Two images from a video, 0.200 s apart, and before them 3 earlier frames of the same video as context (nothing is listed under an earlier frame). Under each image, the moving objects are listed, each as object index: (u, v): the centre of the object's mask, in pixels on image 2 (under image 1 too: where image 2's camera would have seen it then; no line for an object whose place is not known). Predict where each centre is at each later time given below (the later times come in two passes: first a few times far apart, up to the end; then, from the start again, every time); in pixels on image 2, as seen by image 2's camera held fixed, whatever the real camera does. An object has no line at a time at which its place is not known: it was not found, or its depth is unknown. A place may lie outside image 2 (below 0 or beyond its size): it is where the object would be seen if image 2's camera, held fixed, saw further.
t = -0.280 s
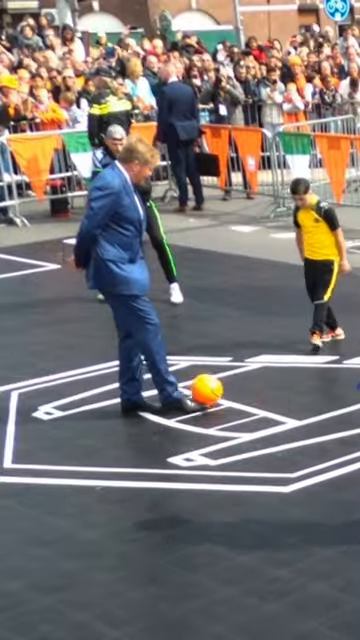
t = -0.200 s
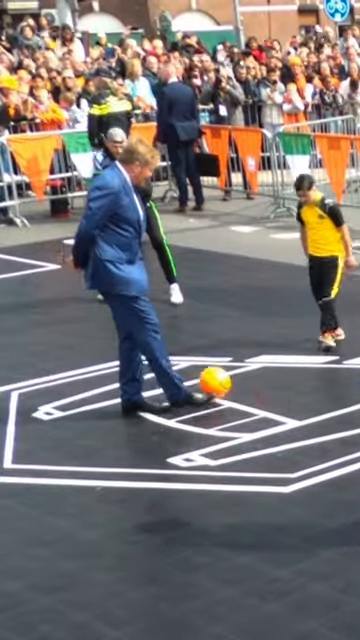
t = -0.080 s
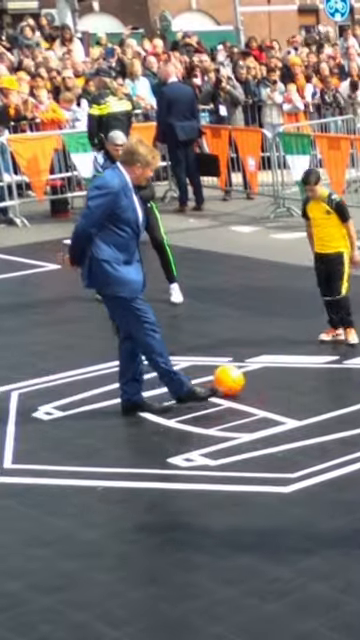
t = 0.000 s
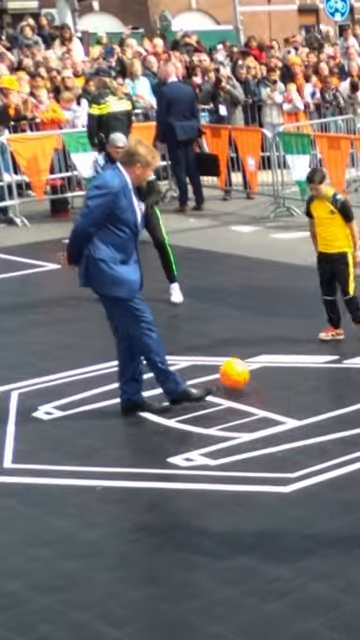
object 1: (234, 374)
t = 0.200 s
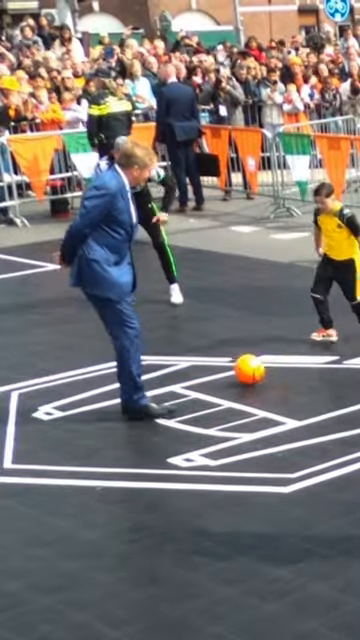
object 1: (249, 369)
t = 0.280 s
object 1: (254, 365)
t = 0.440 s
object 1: (265, 359)
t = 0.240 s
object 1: (251, 366)
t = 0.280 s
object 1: (254, 365)
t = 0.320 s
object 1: (257, 364)
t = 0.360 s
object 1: (260, 362)
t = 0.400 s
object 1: (263, 361)
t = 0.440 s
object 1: (265, 359)
